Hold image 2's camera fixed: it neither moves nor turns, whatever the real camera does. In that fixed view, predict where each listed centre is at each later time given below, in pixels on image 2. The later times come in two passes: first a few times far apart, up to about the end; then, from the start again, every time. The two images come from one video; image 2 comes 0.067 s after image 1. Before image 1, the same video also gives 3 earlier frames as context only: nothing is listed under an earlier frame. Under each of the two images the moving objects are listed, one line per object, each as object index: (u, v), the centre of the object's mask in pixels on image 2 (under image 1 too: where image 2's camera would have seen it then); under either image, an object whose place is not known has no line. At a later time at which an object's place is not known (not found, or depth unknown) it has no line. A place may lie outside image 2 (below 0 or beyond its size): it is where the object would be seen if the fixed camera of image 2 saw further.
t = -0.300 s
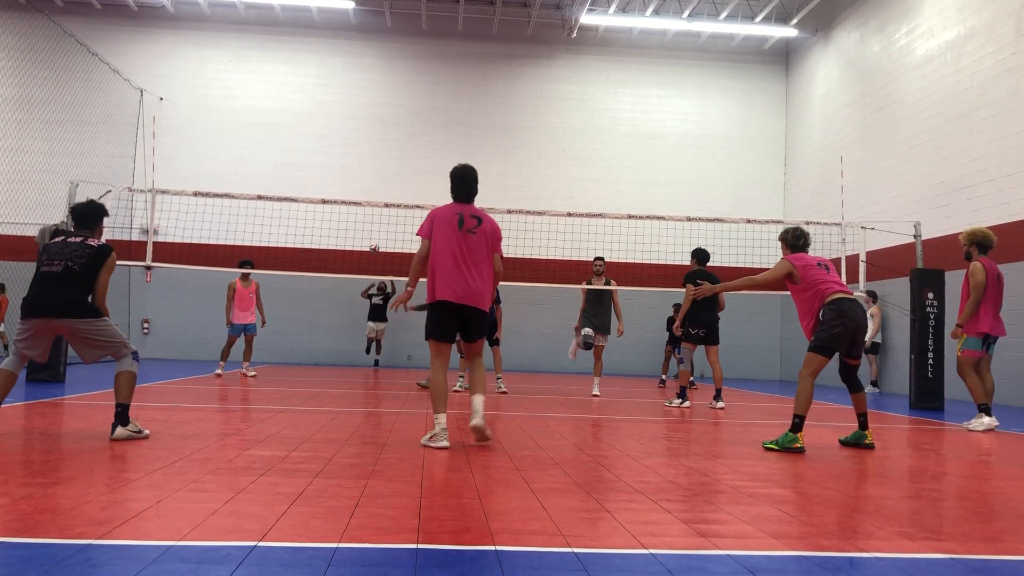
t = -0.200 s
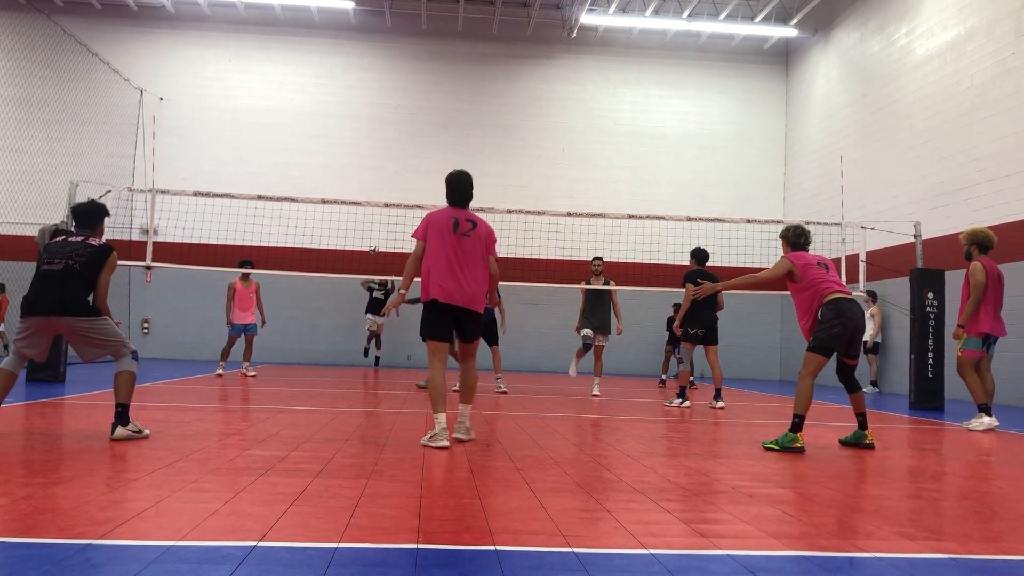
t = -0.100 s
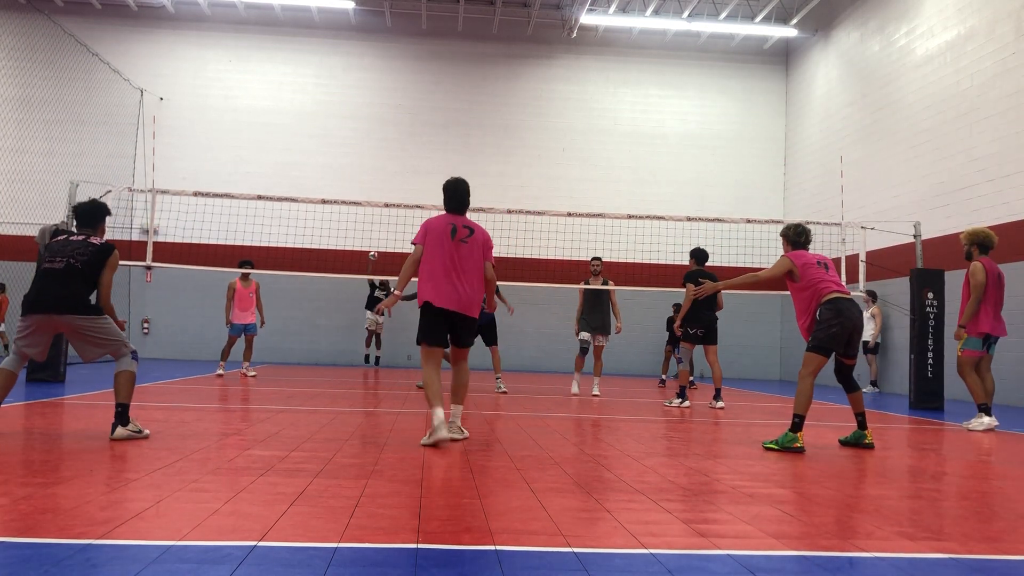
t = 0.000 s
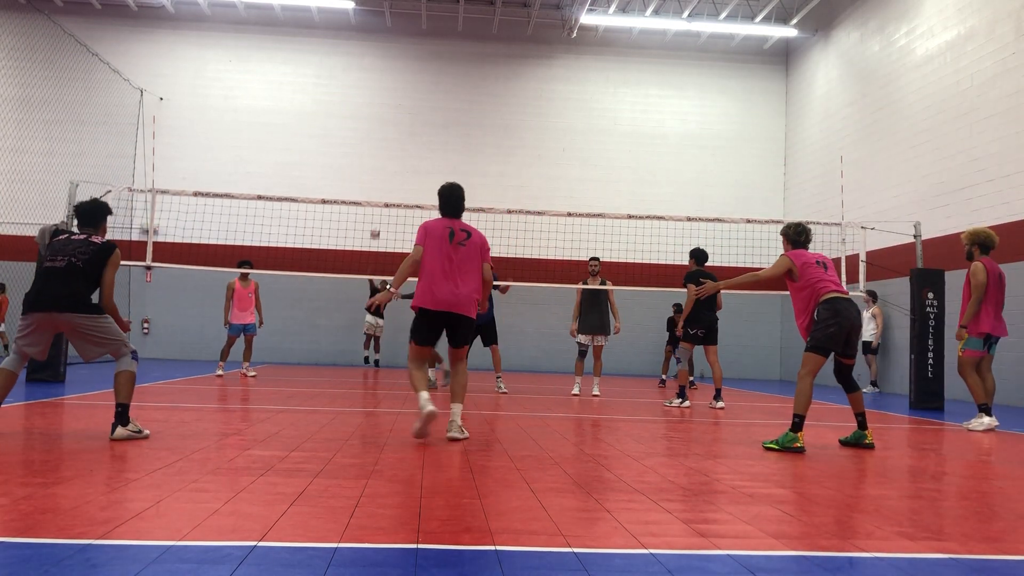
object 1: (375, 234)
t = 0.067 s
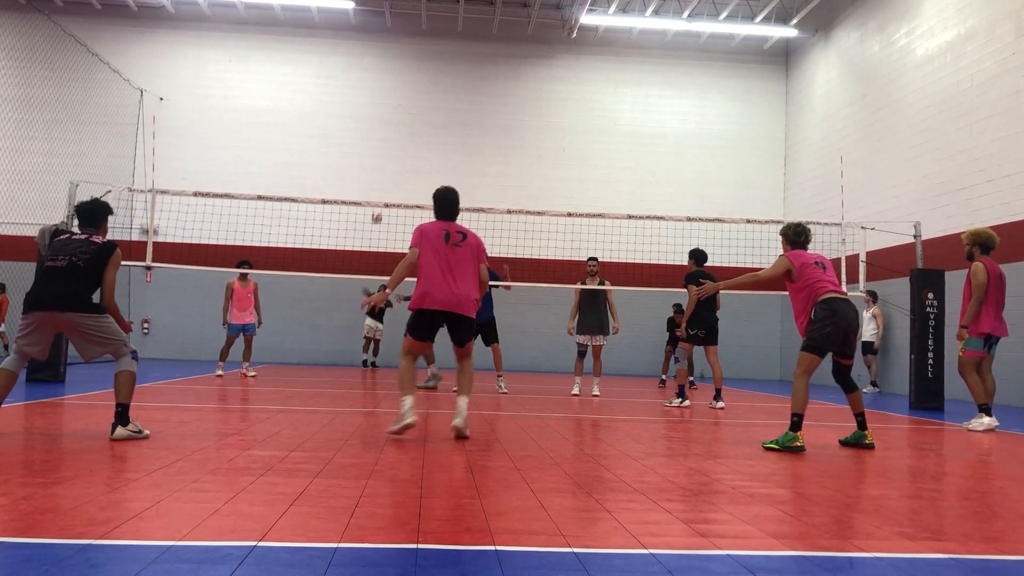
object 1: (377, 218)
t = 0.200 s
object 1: (382, 189)
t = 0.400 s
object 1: (395, 154)
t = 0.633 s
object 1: (415, 128)
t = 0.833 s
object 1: (443, 140)
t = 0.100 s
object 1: (377, 211)
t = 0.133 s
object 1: (379, 199)
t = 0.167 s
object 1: (380, 195)
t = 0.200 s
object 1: (382, 189)
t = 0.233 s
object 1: (383, 182)
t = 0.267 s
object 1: (385, 175)
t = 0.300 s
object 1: (387, 169)
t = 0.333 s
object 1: (390, 164)
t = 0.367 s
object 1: (392, 159)
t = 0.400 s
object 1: (395, 154)
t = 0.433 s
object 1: (397, 148)
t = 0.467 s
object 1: (400, 144)
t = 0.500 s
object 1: (403, 139)
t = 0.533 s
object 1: (406, 136)
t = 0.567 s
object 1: (408, 132)
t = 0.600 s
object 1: (411, 130)
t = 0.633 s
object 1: (415, 128)
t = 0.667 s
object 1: (418, 127)
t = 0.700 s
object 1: (423, 127)
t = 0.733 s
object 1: (427, 128)
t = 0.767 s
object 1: (432, 131)
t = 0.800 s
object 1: (437, 135)
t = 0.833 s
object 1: (443, 140)
